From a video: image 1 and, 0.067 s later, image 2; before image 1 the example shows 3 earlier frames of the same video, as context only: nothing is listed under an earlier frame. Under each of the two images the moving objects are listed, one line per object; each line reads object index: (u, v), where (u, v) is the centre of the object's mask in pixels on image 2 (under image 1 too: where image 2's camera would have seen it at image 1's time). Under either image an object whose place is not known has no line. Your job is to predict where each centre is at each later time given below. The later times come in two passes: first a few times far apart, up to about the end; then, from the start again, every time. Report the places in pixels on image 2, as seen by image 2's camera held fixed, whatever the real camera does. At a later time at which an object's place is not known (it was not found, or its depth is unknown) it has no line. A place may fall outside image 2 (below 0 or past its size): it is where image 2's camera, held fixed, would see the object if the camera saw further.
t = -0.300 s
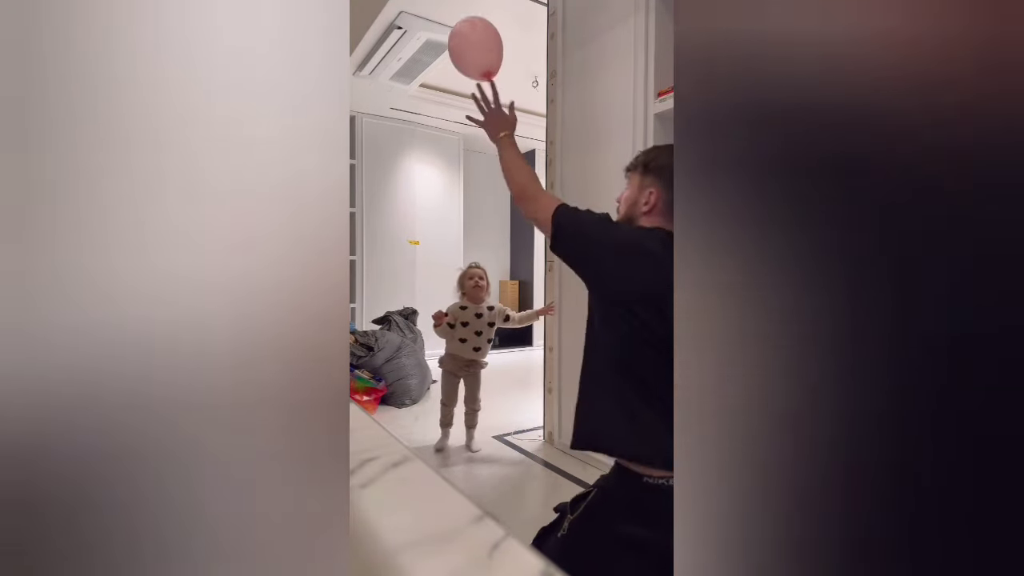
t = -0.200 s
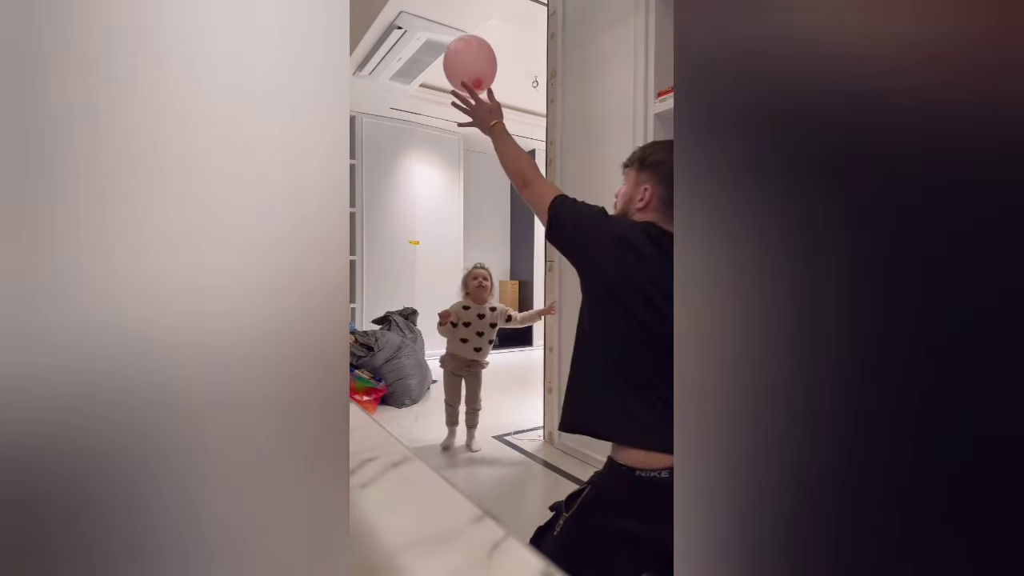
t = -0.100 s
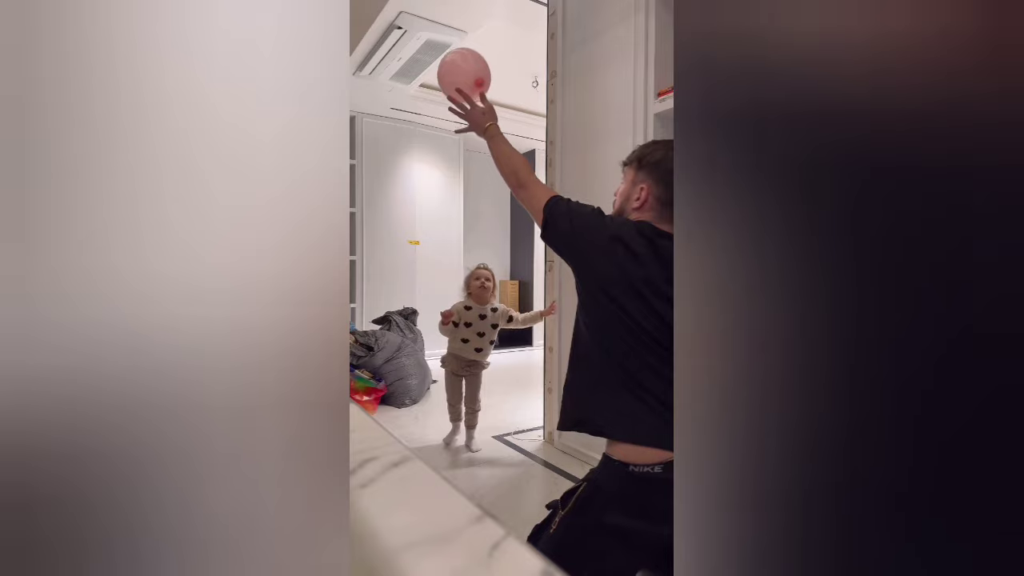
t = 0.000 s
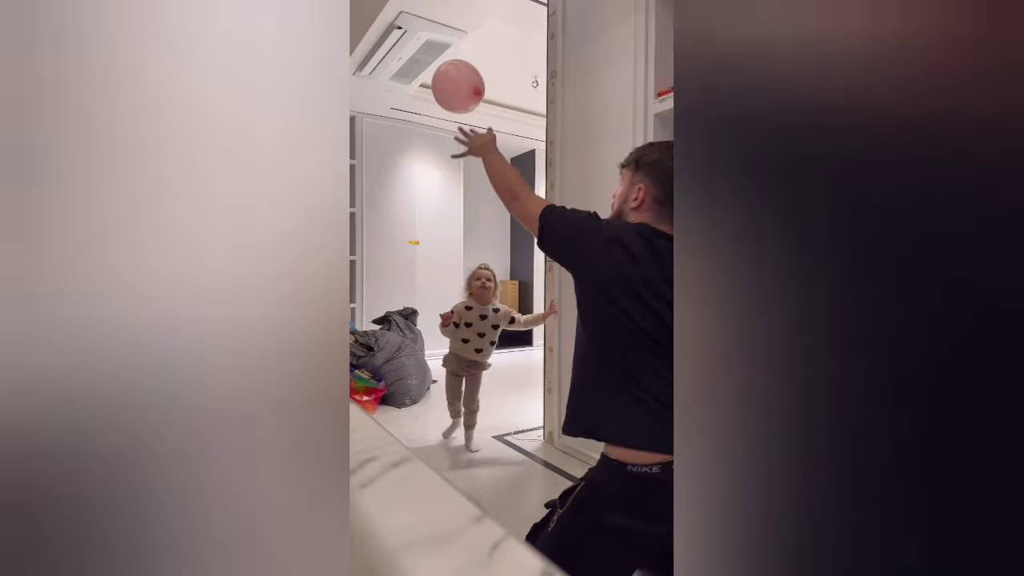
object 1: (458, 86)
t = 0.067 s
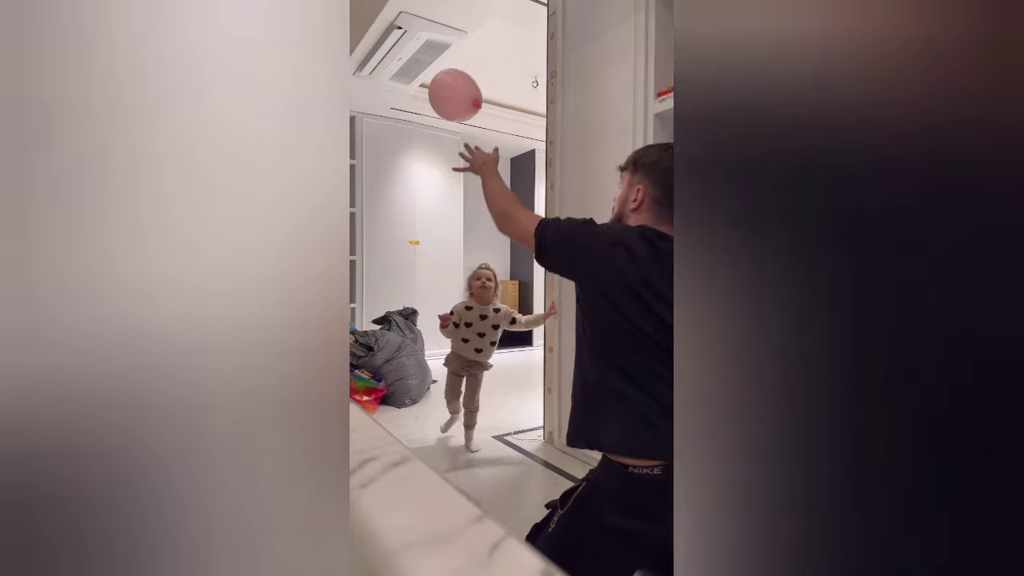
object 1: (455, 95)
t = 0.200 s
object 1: (451, 118)
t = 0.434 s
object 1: (449, 169)
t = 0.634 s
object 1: (453, 221)
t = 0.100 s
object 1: (453, 100)
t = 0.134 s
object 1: (452, 106)
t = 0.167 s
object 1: (451, 112)
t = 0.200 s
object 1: (451, 118)
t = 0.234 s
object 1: (450, 124)
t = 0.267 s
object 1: (450, 131)
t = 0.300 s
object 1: (449, 138)
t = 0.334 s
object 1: (449, 145)
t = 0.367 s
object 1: (449, 153)
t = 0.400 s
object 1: (449, 161)
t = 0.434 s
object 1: (449, 169)
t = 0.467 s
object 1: (449, 177)
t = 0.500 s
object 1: (449, 186)
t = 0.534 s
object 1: (450, 195)
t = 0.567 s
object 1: (450, 204)
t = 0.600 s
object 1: (451, 212)
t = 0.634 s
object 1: (453, 221)
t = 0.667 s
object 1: (454, 231)
